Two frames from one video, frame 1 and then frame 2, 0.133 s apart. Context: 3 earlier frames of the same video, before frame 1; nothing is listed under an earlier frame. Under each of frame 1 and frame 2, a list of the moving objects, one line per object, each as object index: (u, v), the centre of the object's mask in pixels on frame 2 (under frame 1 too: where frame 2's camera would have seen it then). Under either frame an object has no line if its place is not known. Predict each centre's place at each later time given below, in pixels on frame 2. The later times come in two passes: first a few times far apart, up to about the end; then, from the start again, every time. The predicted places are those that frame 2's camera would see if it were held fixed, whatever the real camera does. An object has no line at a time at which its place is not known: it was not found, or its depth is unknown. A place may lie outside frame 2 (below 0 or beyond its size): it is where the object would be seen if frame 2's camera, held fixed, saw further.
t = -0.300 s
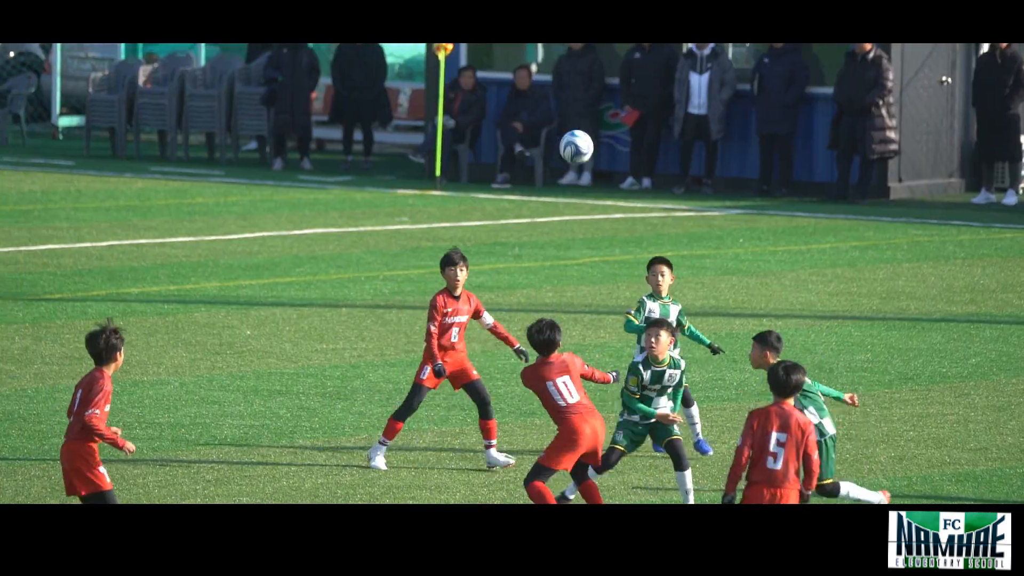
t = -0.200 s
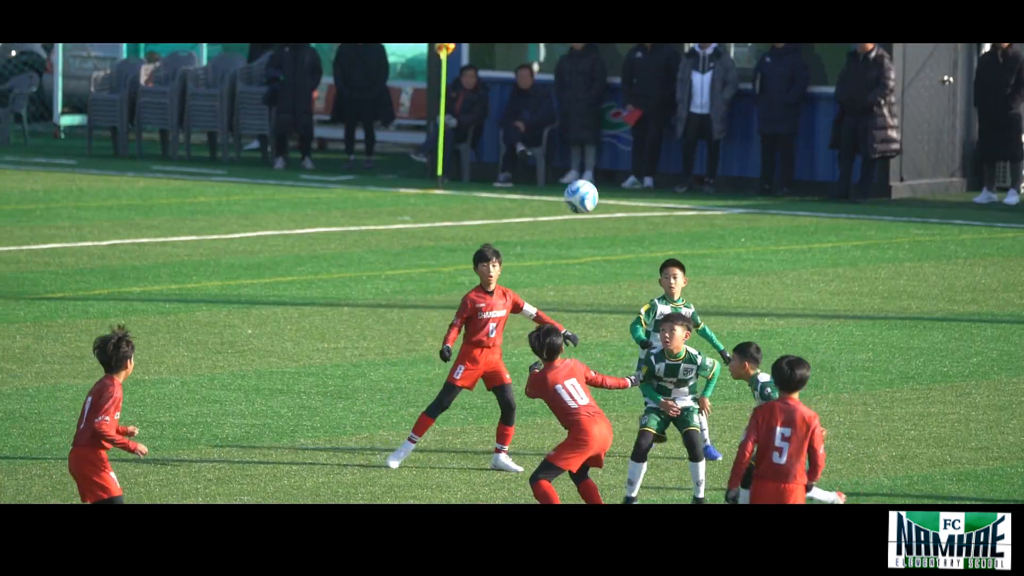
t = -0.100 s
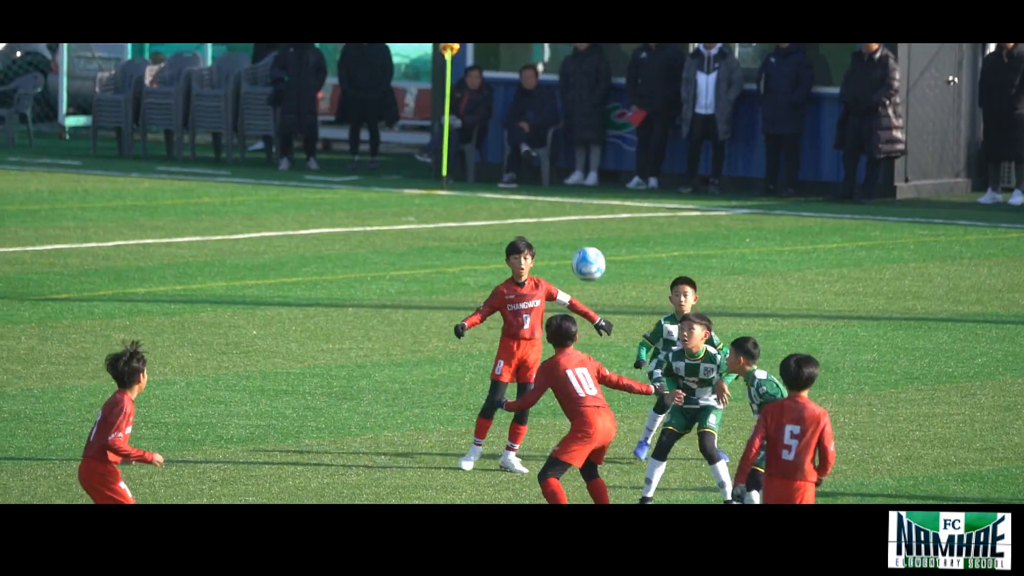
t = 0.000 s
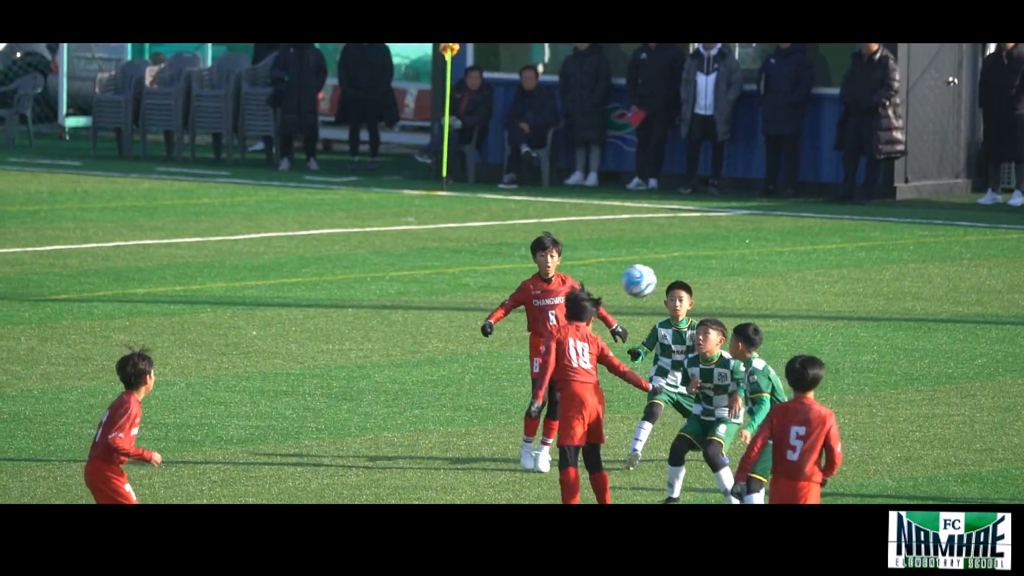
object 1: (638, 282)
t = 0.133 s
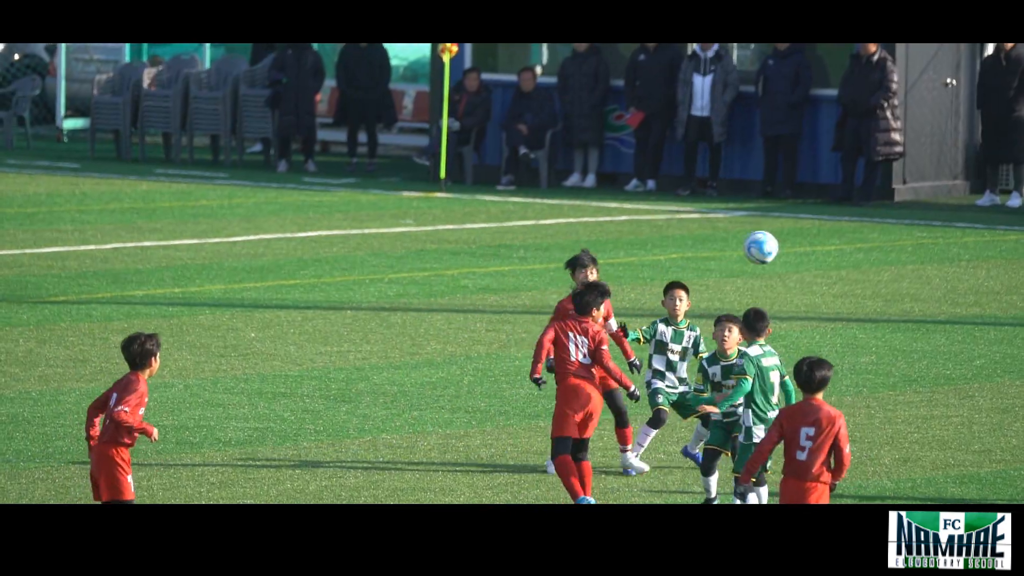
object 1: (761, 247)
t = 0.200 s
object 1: (822, 241)
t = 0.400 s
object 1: (1001, 267)
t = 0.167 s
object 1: (792, 243)
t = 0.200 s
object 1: (822, 241)
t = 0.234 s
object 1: (852, 241)
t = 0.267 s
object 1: (882, 243)
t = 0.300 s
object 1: (912, 246)
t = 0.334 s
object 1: (941, 251)
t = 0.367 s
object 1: (971, 258)
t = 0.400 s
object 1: (1001, 267)
